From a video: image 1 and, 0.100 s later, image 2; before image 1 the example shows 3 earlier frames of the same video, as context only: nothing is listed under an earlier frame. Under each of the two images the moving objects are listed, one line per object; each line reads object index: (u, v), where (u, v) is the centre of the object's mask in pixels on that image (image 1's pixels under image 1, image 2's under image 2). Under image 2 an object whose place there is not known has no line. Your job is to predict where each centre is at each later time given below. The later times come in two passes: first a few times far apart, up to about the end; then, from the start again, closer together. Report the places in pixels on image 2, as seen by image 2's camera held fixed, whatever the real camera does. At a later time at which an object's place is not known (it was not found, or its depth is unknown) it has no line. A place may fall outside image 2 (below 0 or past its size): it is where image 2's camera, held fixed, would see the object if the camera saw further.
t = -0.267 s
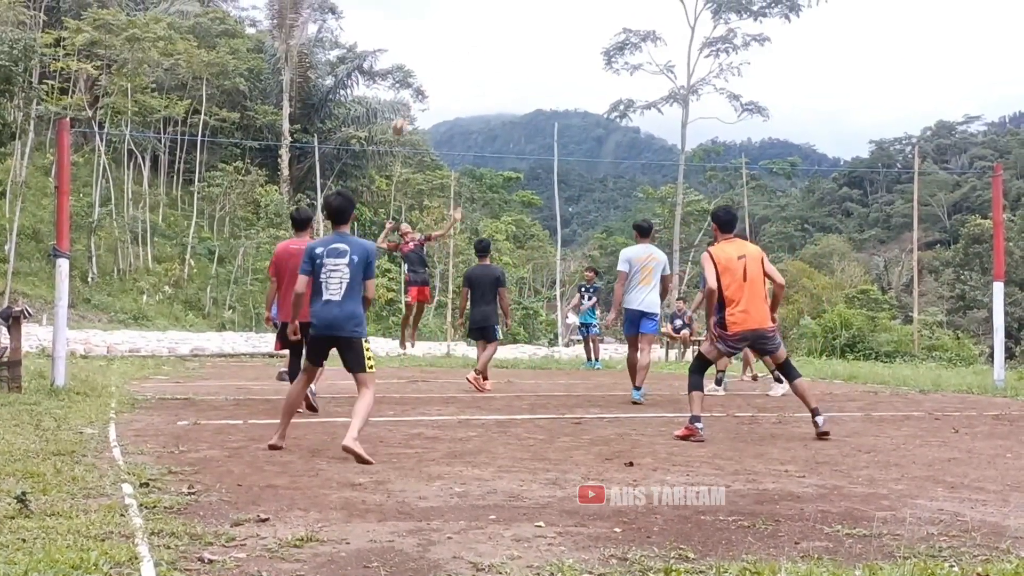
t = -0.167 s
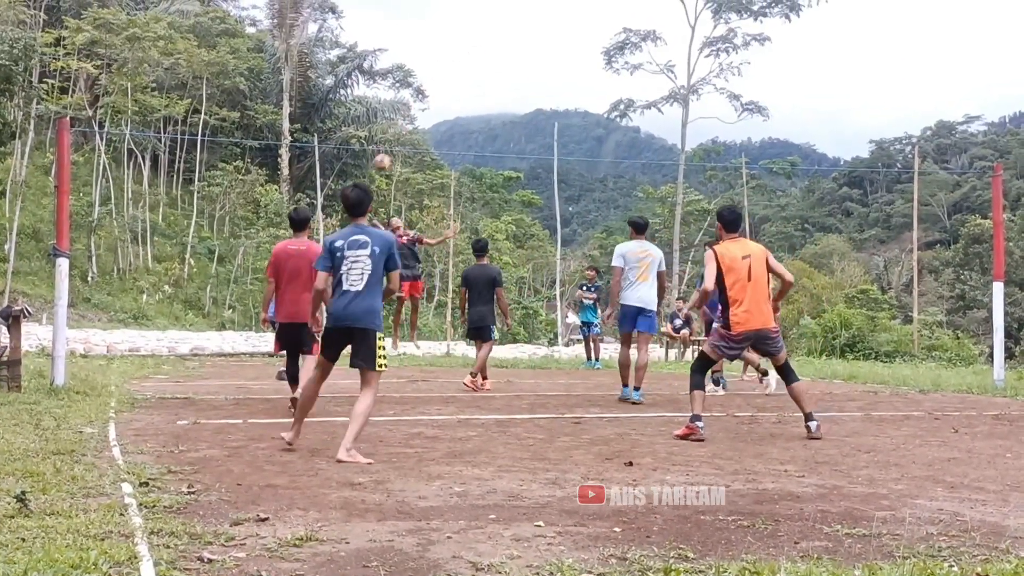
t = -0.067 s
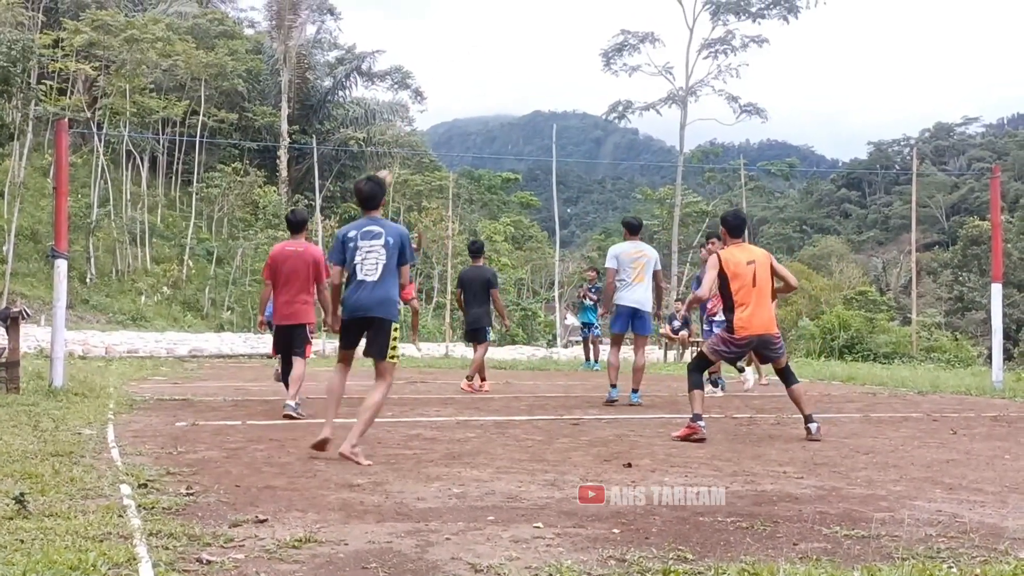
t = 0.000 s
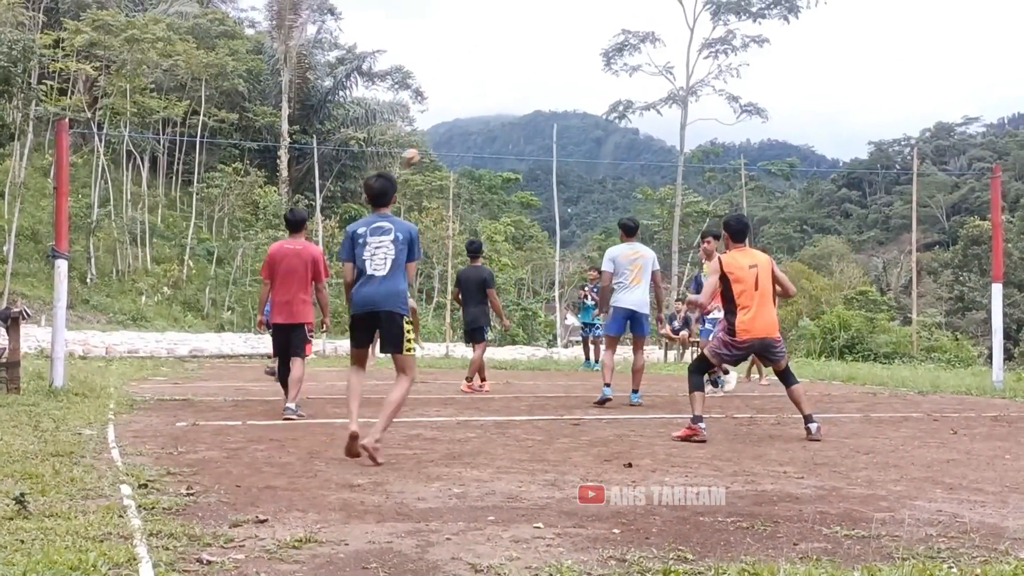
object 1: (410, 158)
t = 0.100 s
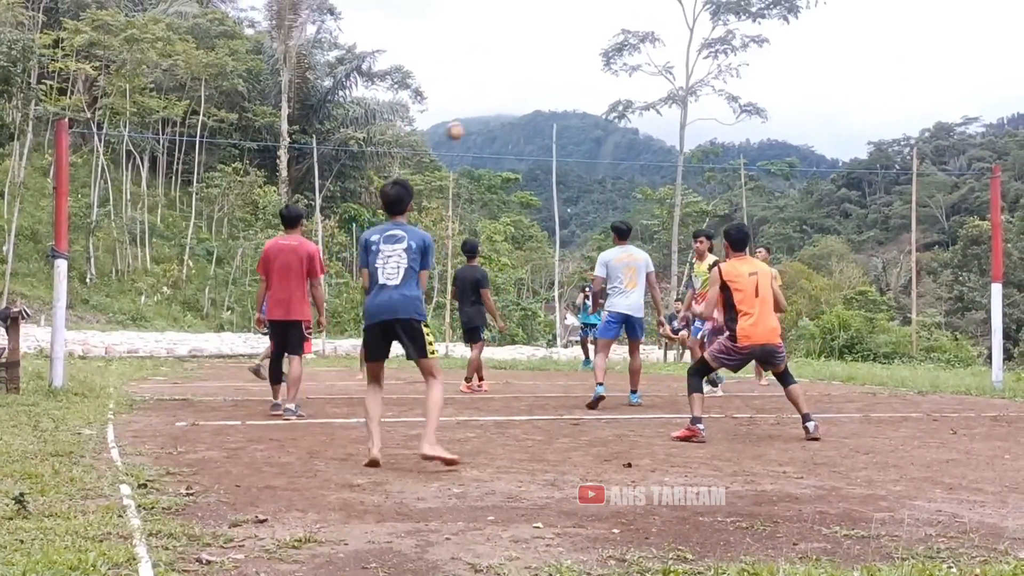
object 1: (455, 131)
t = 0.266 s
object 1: (537, 101)
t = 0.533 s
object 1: (703, 104)
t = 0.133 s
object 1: (470, 124)
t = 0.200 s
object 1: (503, 111)
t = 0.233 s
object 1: (520, 105)
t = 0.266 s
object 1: (537, 101)
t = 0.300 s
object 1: (556, 97)
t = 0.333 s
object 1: (574, 95)
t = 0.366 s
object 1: (594, 94)
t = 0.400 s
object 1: (615, 93)
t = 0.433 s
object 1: (635, 94)
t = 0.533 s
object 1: (703, 104)
